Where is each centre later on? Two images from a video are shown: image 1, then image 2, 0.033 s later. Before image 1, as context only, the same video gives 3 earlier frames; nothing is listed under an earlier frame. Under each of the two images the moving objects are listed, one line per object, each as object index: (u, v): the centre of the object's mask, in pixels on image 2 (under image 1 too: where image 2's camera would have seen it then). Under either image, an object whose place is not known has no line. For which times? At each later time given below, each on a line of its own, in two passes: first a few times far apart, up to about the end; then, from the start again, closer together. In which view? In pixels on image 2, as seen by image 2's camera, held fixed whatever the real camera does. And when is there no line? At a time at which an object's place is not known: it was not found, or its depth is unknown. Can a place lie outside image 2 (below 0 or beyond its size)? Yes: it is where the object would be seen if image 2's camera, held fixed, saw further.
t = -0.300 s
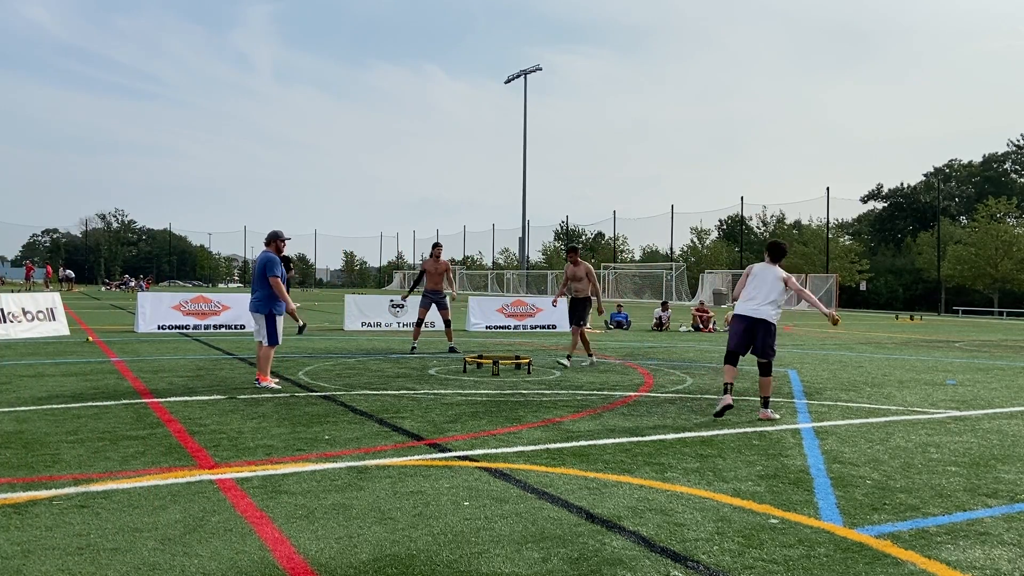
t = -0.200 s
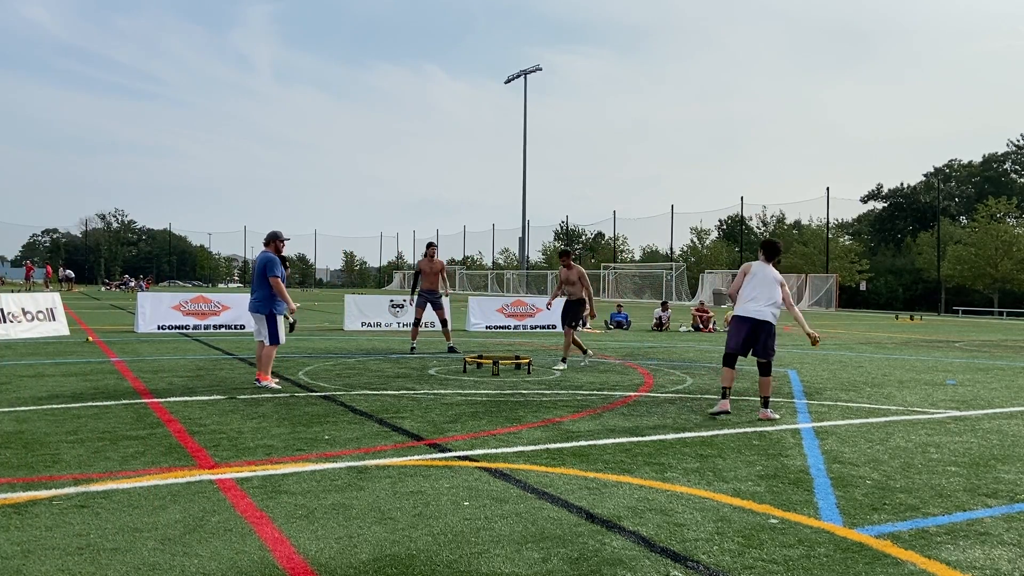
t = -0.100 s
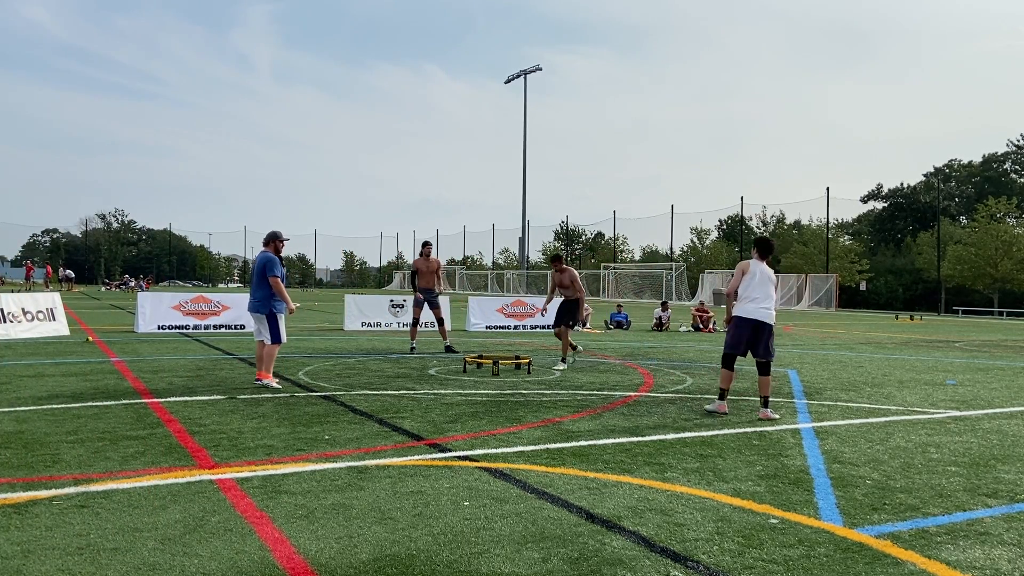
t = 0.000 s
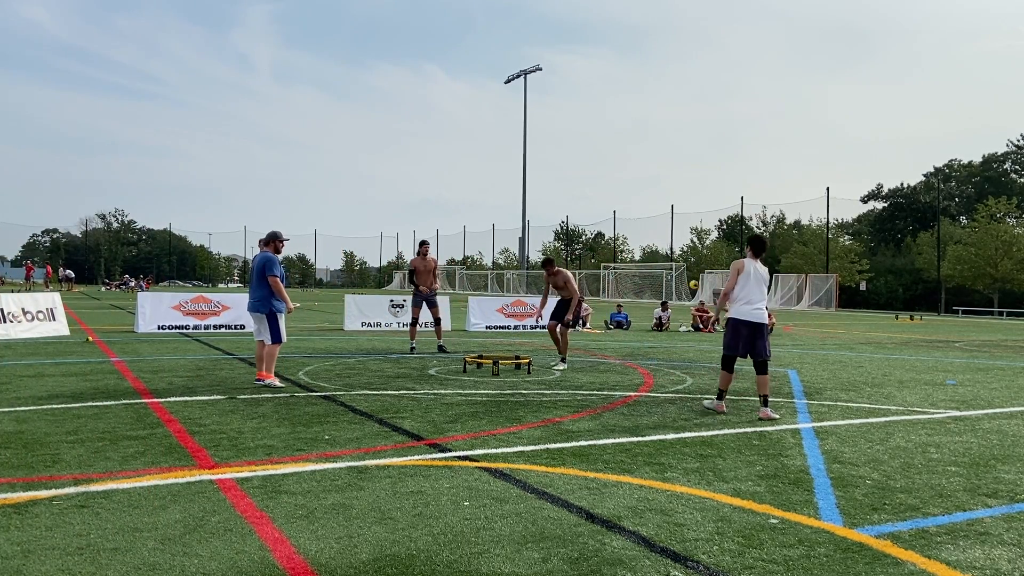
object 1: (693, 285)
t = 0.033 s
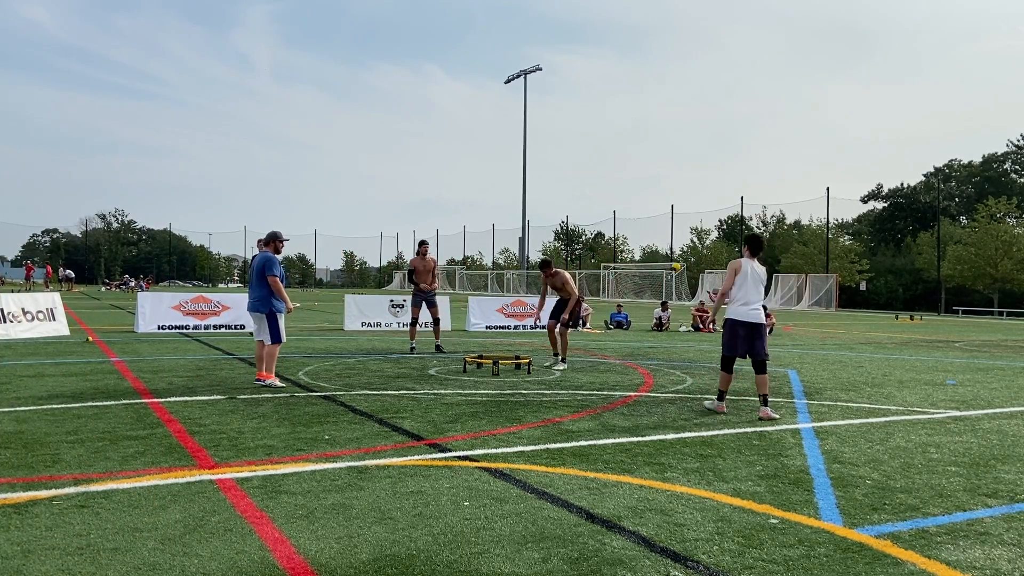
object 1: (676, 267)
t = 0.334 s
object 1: (548, 179)
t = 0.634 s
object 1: (456, 181)
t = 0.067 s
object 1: (660, 251)
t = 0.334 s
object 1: (548, 179)
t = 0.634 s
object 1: (456, 181)
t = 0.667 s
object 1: (448, 184)
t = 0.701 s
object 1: (439, 189)
